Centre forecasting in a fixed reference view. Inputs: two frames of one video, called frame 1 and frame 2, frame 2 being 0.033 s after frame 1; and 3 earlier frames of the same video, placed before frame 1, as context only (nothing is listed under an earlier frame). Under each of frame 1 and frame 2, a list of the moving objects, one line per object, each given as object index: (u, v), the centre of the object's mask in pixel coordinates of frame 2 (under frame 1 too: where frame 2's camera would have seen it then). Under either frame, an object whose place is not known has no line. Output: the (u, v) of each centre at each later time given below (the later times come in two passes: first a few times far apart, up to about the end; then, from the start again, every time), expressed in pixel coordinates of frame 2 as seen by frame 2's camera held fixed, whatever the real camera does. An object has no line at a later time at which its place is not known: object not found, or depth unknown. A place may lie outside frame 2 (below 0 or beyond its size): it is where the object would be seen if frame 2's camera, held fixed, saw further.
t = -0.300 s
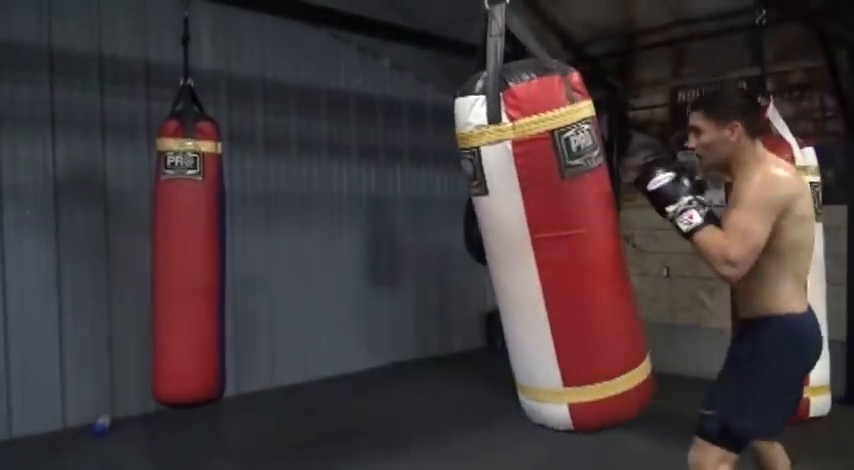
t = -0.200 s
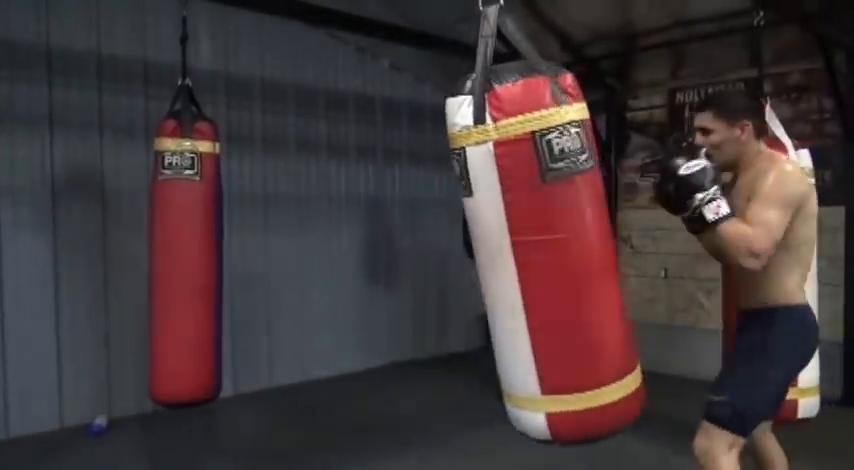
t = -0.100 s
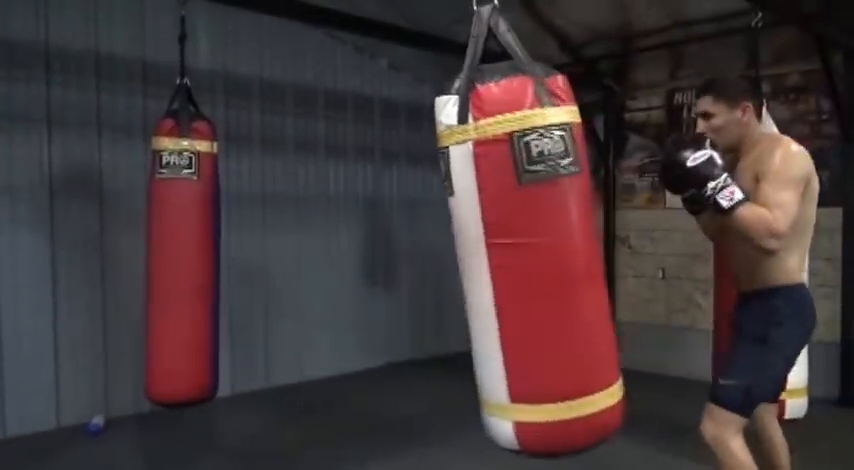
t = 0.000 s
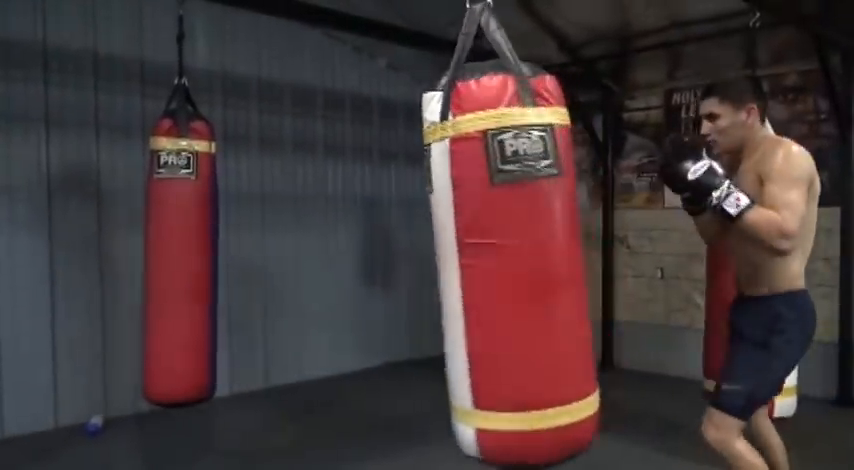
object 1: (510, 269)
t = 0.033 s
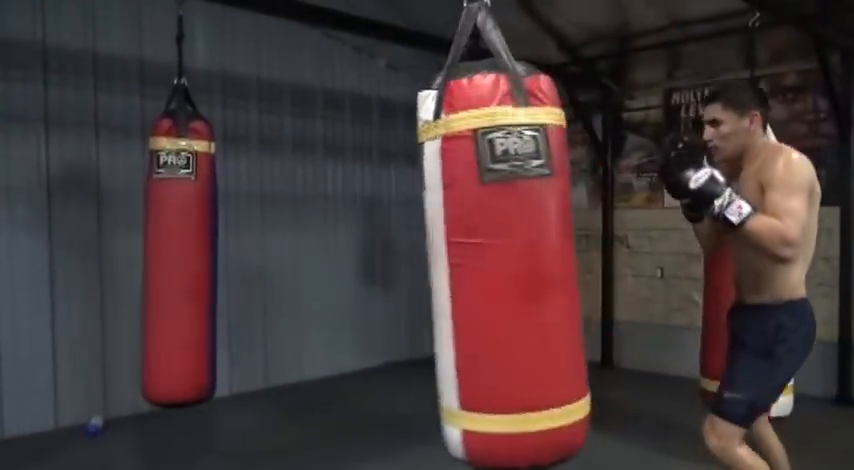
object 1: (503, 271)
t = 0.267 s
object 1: (438, 274)
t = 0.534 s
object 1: (372, 266)
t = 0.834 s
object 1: (353, 260)
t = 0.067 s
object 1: (495, 272)
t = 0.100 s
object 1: (486, 273)
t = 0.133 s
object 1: (477, 274)
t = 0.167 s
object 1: (467, 274)
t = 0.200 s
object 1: (457, 274)
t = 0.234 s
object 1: (448, 274)
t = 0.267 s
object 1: (438, 274)
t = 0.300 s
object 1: (429, 273)
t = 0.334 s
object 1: (420, 272)
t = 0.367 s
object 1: (411, 271)
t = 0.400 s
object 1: (402, 270)
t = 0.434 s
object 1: (394, 269)
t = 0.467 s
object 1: (386, 268)
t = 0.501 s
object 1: (378, 267)
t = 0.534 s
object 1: (372, 266)
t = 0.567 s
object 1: (366, 265)
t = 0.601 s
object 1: (361, 264)
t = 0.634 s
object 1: (357, 263)
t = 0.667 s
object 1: (354, 262)
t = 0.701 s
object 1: (353, 261)
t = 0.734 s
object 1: (352, 260)
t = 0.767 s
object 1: (352, 260)
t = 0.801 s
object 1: (352, 260)
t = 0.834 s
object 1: (353, 260)
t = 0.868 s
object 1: (355, 260)
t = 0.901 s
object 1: (359, 261)
